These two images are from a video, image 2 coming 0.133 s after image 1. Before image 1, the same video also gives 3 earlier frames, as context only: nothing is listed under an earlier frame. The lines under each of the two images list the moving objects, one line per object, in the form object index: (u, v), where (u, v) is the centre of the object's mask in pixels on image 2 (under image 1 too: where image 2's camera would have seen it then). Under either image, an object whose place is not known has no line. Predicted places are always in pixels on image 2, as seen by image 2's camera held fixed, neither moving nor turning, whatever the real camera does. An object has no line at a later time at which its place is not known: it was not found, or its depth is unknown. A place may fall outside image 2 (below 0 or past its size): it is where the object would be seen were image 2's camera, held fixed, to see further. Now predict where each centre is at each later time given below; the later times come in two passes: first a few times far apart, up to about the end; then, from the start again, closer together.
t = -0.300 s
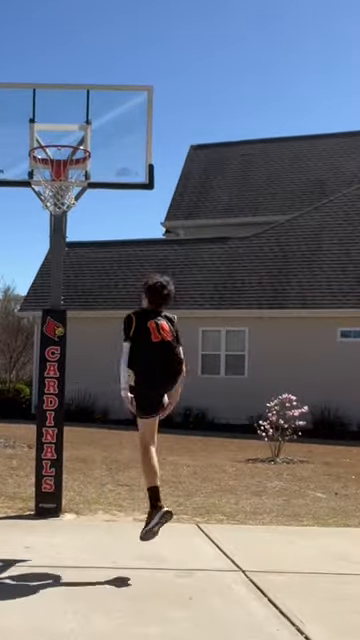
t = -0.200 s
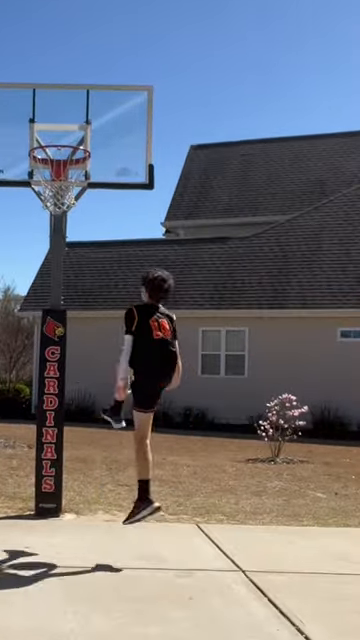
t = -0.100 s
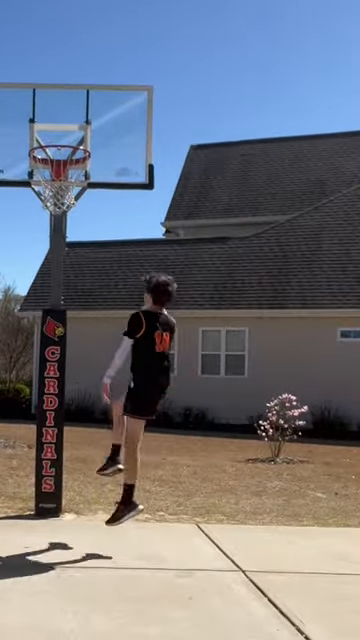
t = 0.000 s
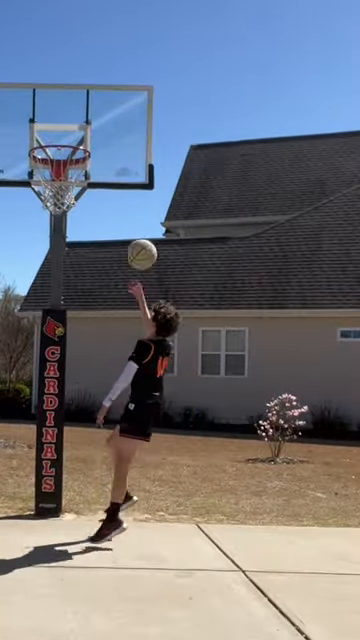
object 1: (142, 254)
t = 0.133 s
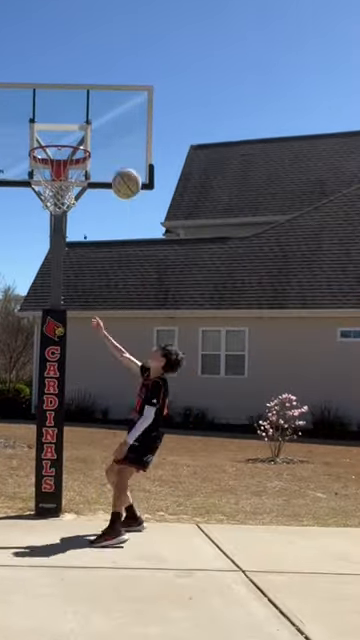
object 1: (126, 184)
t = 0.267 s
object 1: (113, 137)
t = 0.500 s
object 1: (96, 107)
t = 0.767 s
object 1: (72, 147)
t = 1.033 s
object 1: (42, 186)
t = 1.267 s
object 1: (60, 207)
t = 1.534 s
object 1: (80, 302)
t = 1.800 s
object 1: (101, 485)
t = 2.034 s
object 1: (115, 418)
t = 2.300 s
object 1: (128, 336)
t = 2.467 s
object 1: (135, 330)
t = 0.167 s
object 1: (122, 169)
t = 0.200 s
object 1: (119, 158)
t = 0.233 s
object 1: (116, 146)
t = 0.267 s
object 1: (113, 137)
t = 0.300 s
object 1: (111, 128)
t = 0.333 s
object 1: (109, 122)
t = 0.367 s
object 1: (107, 117)
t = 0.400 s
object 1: (105, 112)
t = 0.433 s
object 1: (102, 109)
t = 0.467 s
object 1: (99, 108)
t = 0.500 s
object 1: (96, 107)
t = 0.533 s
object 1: (94, 108)
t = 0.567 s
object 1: (91, 110)
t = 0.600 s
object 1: (88, 113)
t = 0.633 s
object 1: (86, 118)
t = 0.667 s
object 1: (83, 125)
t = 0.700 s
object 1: (80, 132)
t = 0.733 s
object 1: (77, 141)
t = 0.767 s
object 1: (72, 147)
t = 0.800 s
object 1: (66, 154)
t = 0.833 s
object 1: (59, 162)
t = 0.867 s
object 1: (52, 170)
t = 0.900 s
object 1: (46, 180)
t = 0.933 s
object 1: (43, 185)
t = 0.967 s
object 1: (41, 186)
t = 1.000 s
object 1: (42, 186)
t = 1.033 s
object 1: (42, 186)
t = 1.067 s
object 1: (43, 187)
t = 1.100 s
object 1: (46, 189)
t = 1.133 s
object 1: (47, 191)
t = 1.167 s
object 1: (51, 194)
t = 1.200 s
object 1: (55, 198)
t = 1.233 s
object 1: (57, 201)
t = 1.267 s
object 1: (60, 207)
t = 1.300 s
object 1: (62, 216)
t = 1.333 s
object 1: (64, 223)
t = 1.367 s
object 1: (67, 233)
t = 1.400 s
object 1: (70, 244)
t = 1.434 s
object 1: (74, 256)
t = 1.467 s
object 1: (76, 269)
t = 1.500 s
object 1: (79, 285)
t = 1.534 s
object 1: (80, 302)
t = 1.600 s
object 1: (86, 338)
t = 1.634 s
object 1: (89, 359)
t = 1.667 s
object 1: (92, 382)
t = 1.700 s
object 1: (94, 405)
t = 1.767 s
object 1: (99, 455)
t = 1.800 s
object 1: (101, 485)
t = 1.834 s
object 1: (103, 516)
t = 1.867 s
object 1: (105, 518)
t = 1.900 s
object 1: (108, 496)
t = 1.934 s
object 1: (110, 473)
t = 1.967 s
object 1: (111, 453)
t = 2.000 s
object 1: (113, 434)
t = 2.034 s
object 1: (115, 418)
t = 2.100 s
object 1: (118, 390)
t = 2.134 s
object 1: (120, 378)
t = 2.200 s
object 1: (124, 357)
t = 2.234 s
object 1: (125, 348)
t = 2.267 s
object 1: (127, 341)
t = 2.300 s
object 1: (128, 336)
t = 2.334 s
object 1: (130, 332)
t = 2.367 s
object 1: (131, 330)
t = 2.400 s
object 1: (133, 329)
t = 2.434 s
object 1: (134, 329)
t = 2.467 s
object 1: (135, 330)
